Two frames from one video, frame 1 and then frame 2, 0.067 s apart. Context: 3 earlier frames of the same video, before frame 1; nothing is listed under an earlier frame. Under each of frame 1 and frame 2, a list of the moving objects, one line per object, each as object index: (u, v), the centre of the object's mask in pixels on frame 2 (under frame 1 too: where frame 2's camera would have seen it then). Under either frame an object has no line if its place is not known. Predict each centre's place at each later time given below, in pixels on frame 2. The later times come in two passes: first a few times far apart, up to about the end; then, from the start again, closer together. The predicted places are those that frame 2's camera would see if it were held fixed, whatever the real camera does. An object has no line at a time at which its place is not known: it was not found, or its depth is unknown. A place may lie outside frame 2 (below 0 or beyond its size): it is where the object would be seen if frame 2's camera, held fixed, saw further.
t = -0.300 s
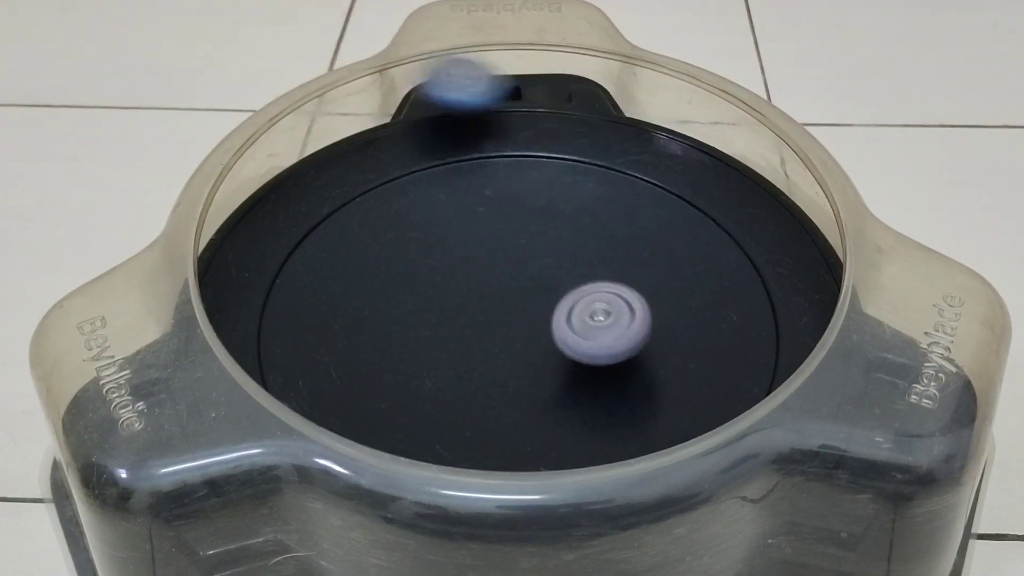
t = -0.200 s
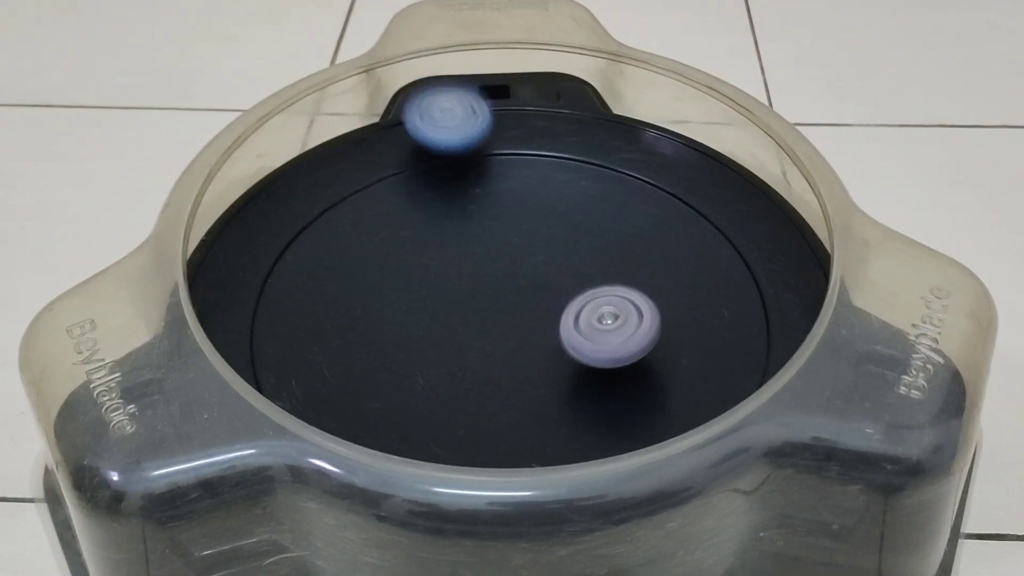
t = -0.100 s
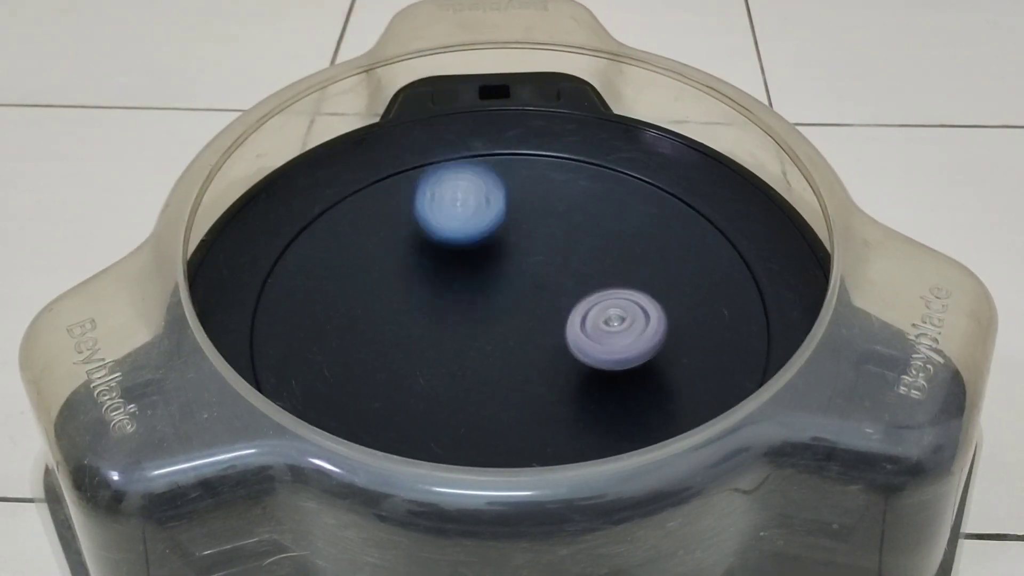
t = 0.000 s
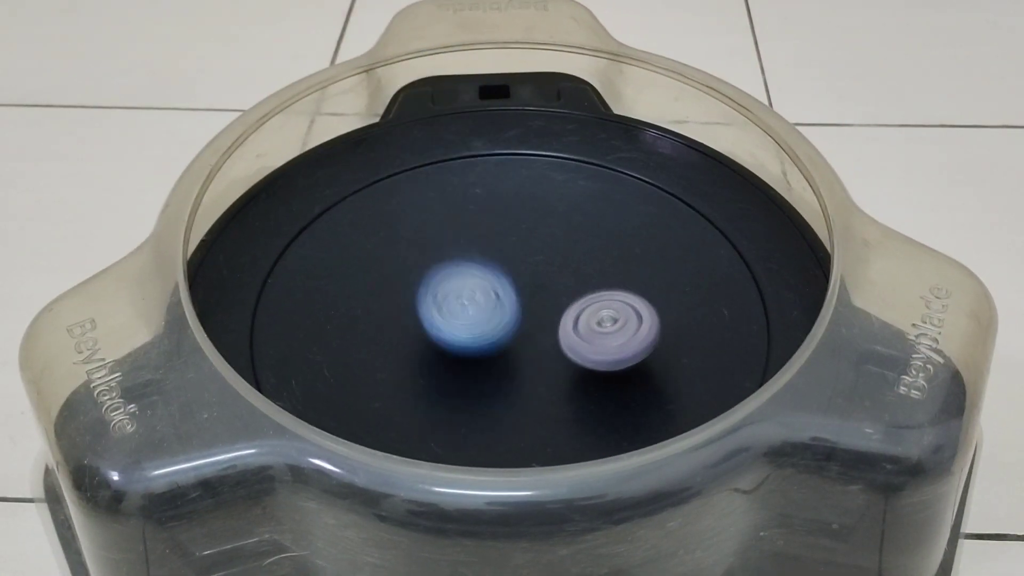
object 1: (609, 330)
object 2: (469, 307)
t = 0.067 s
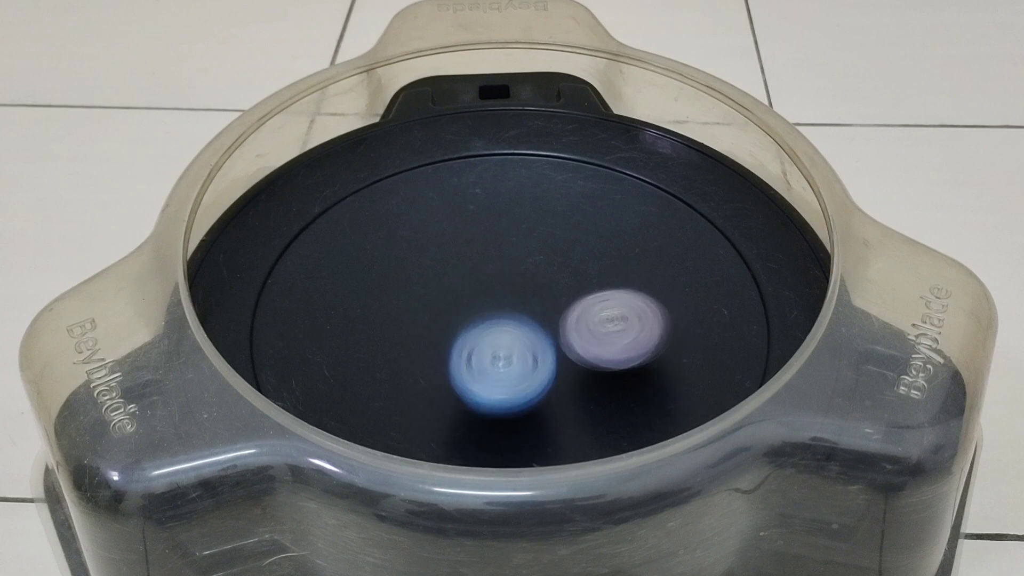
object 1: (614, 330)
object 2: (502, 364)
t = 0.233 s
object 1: (658, 306)
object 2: (569, 425)
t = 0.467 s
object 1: (614, 298)
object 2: (732, 254)
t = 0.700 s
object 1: (548, 309)
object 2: (443, 147)
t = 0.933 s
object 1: (488, 328)
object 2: (347, 413)
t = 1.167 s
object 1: (444, 351)
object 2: (775, 312)
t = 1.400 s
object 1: (444, 364)
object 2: (525, 99)
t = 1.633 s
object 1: (513, 392)
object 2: (423, 302)
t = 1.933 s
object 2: (670, 277)
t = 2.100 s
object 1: (663, 319)
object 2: (597, 181)
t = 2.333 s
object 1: (579, 295)
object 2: (388, 280)
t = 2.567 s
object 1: (508, 295)
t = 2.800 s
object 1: (469, 295)
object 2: (712, 286)
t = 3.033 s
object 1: (448, 292)
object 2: (492, 219)
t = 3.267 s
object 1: (442, 336)
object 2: (333, 301)
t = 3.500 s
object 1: (503, 329)
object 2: (494, 409)
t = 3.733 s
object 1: (518, 267)
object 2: (666, 304)
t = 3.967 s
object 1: (456, 244)
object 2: (586, 218)
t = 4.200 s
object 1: (373, 259)
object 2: (568, 278)
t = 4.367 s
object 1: (367, 282)
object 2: (632, 314)
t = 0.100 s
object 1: (639, 324)
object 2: (502, 389)
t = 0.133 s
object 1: (653, 318)
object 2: (509, 408)
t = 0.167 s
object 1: (658, 313)
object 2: (523, 420)
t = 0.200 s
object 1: (659, 309)
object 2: (543, 425)
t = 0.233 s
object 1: (658, 306)
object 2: (569, 425)
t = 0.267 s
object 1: (654, 304)
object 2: (601, 420)
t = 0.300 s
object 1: (650, 302)
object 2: (635, 410)
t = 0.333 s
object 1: (644, 300)
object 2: (669, 392)
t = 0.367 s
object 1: (638, 299)
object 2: (702, 367)
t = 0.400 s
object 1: (630, 298)
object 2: (723, 330)
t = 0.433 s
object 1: (622, 298)
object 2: (735, 291)
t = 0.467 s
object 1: (614, 298)
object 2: (732, 254)
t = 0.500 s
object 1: (606, 299)
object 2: (718, 219)
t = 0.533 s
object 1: (597, 300)
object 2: (692, 188)
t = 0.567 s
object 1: (588, 301)
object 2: (653, 164)
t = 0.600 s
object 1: (578, 302)
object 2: (607, 149)
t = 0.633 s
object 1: (568, 304)
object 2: (557, 141)
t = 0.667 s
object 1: (558, 306)
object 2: (499, 139)
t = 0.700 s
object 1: (548, 309)
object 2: (443, 147)
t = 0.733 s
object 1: (539, 312)
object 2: (387, 158)
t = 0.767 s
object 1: (531, 315)
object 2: (335, 181)
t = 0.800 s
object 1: (523, 318)
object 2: (292, 211)
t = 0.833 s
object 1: (515, 321)
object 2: (264, 262)
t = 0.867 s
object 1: (507, 323)
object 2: (260, 317)
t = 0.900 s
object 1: (498, 325)
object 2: (292, 370)
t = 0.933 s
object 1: (488, 328)
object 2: (347, 413)
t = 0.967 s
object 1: (479, 331)
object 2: (425, 443)
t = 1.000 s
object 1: (470, 335)
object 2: (509, 456)
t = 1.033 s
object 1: (463, 337)
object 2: (593, 452)
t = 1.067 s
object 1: (456, 339)
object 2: (659, 428)
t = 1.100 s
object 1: (451, 343)
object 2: (712, 395)
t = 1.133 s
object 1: (447, 347)
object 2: (751, 355)
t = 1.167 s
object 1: (444, 351)
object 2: (775, 312)
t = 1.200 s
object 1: (442, 354)
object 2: (784, 267)
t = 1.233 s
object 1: (440, 357)
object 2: (778, 223)
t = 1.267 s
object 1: (438, 360)
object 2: (742, 183)
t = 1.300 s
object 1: (438, 362)
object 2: (697, 150)
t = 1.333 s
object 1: (439, 364)
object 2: (641, 128)
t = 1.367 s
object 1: (441, 364)
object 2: (581, 111)
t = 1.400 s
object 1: (444, 364)
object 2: (525, 99)
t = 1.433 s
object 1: (447, 363)
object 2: (468, 95)
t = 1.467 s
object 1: (453, 363)
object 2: (414, 97)
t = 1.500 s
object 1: (462, 362)
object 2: (415, 137)
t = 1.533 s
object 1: (467, 358)
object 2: (418, 193)
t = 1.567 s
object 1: (471, 354)
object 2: (418, 244)
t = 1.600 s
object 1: (482, 361)
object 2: (421, 286)
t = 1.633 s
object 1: (513, 392)
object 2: (423, 302)
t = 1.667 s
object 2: (434, 319)
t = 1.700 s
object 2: (457, 335)
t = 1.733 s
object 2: (488, 346)
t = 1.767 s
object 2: (524, 350)
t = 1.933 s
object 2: (670, 277)
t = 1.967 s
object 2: (672, 254)
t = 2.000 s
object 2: (666, 232)
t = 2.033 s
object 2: (650, 210)
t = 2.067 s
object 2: (626, 192)
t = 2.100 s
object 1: (663, 319)
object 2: (597, 181)
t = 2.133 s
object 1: (650, 313)
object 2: (563, 177)
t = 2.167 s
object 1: (639, 308)
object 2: (526, 177)
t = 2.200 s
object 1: (627, 303)
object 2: (489, 185)
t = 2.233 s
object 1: (614, 300)
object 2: (455, 201)
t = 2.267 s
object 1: (603, 298)
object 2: (425, 223)
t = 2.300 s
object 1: (591, 296)
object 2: (403, 250)
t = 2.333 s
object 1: (579, 295)
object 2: (388, 280)
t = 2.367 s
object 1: (568, 294)
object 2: (384, 313)
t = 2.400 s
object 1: (557, 293)
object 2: (390, 343)
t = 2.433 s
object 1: (546, 294)
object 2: (409, 375)
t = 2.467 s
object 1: (535, 294)
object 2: (435, 399)
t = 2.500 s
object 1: (526, 294)
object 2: (472, 416)
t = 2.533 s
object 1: (517, 295)
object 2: (514, 424)
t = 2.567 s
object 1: (508, 295)
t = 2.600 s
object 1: (501, 295)
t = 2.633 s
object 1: (495, 295)
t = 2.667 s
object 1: (489, 296)
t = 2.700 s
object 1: (483, 295)
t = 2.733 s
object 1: (478, 295)
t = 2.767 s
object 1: (473, 295)
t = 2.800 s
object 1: (469, 295)
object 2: (712, 286)
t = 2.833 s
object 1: (465, 295)
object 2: (694, 264)
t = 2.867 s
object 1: (462, 295)
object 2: (667, 244)
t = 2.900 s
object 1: (458, 294)
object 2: (638, 229)
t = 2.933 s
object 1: (455, 294)
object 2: (604, 219)
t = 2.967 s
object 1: (452, 293)
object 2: (567, 214)
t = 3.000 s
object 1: (450, 293)
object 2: (528, 214)
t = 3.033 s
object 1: (448, 292)
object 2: (492, 219)
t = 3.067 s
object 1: (441, 299)
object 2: (463, 220)
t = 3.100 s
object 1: (433, 311)
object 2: (438, 220)
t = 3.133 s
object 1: (429, 319)
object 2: (412, 227)
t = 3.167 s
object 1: (429, 325)
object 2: (383, 239)
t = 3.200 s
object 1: (430, 328)
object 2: (361, 257)
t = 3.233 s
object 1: (432, 331)
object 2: (346, 279)
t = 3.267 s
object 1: (442, 336)
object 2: (333, 301)
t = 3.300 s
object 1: (450, 339)
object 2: (330, 323)
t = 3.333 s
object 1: (457, 341)
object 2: (341, 348)
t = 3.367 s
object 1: (463, 341)
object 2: (363, 369)
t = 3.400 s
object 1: (474, 340)
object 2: (389, 388)
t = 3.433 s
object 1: (483, 339)
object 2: (422, 400)
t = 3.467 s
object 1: (493, 334)
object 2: (458, 408)
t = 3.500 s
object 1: (503, 329)
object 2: (494, 409)
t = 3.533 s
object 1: (512, 324)
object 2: (531, 403)
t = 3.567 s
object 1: (518, 318)
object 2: (563, 389)
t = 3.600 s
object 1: (522, 314)
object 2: (590, 370)
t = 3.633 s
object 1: (522, 299)
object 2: (619, 358)
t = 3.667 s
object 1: (521, 285)
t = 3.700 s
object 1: (520, 275)
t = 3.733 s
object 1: (518, 267)
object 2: (666, 304)
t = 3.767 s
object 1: (515, 262)
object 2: (663, 283)
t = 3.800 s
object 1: (514, 258)
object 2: (651, 262)
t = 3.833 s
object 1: (514, 255)
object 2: (633, 246)
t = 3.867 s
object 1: (512, 252)
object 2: (609, 234)
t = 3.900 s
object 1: (488, 247)
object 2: (604, 226)
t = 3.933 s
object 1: (469, 245)
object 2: (597, 219)
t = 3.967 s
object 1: (456, 244)
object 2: (586, 218)
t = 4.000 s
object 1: (448, 245)
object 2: (572, 218)
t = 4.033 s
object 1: (443, 246)
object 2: (556, 223)
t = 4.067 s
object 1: (441, 247)
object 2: (540, 231)
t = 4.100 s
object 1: (421, 247)
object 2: (540, 241)
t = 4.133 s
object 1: (398, 250)
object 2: (548, 253)
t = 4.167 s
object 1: (383, 255)
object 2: (557, 266)
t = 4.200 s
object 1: (373, 259)
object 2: (568, 278)
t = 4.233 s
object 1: (367, 264)
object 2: (578, 288)
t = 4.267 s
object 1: (365, 270)
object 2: (591, 297)
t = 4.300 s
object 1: (364, 275)
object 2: (604, 305)
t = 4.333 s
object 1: (365, 278)
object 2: (619, 311)
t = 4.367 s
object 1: (367, 282)
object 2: (632, 314)
